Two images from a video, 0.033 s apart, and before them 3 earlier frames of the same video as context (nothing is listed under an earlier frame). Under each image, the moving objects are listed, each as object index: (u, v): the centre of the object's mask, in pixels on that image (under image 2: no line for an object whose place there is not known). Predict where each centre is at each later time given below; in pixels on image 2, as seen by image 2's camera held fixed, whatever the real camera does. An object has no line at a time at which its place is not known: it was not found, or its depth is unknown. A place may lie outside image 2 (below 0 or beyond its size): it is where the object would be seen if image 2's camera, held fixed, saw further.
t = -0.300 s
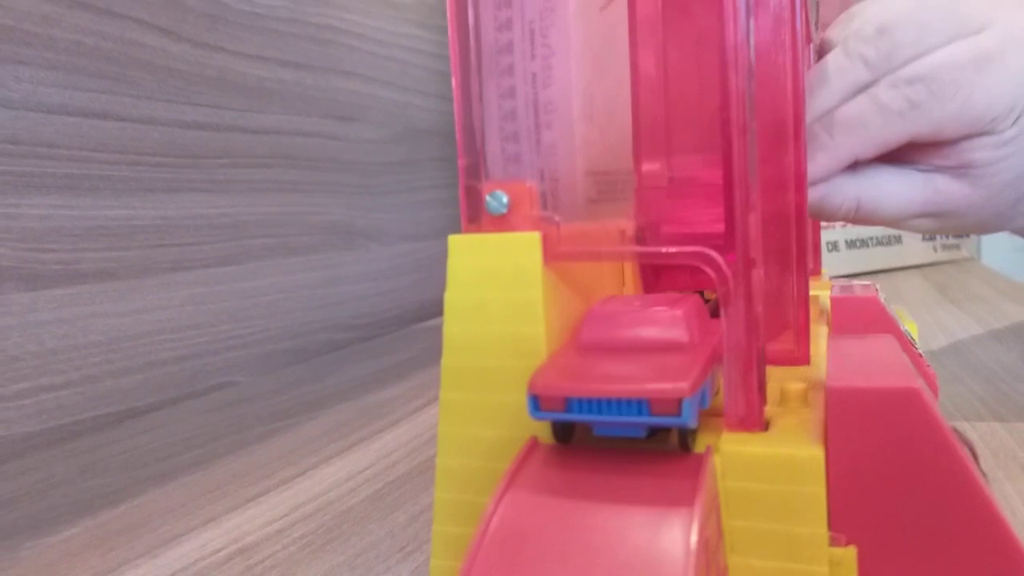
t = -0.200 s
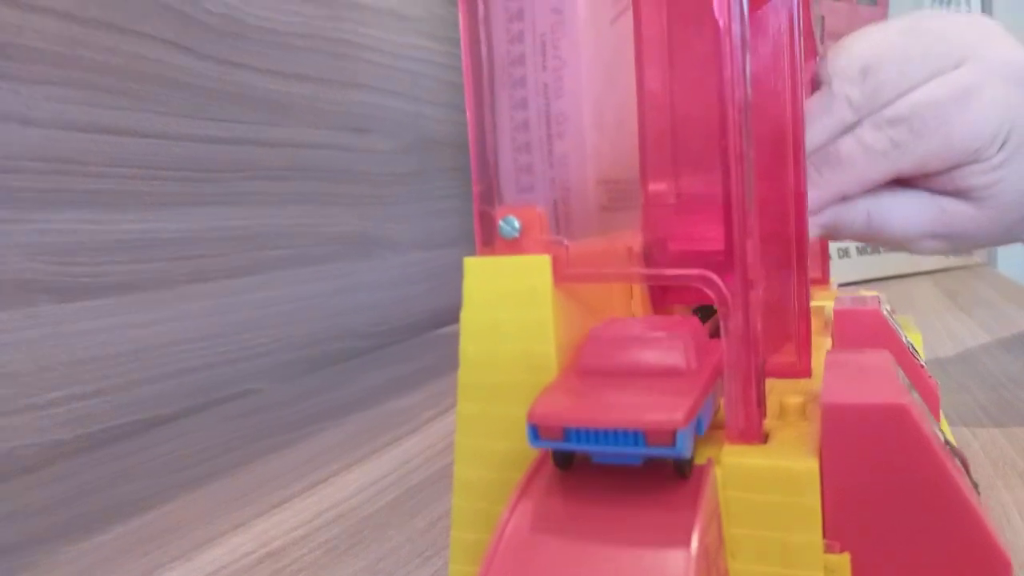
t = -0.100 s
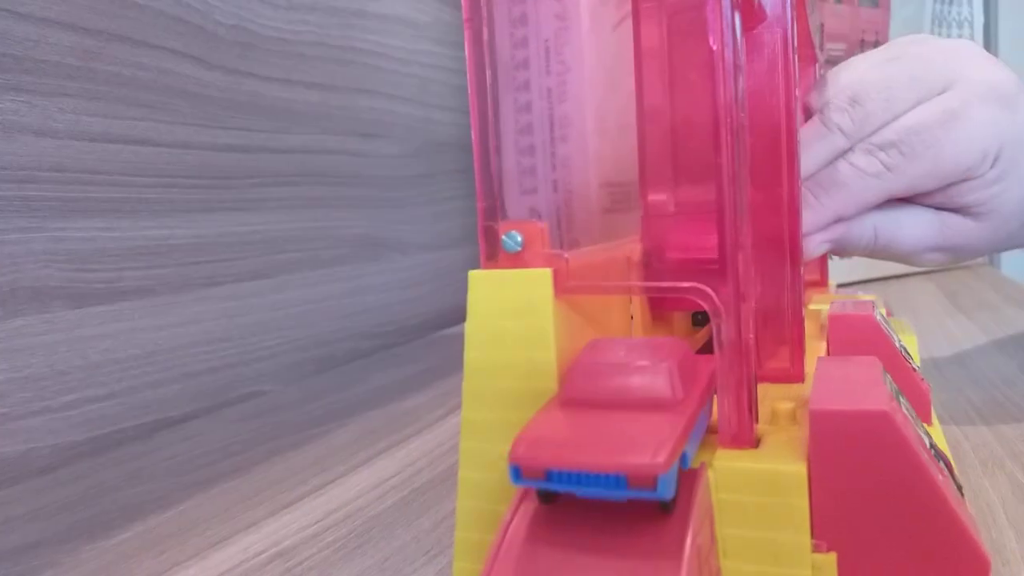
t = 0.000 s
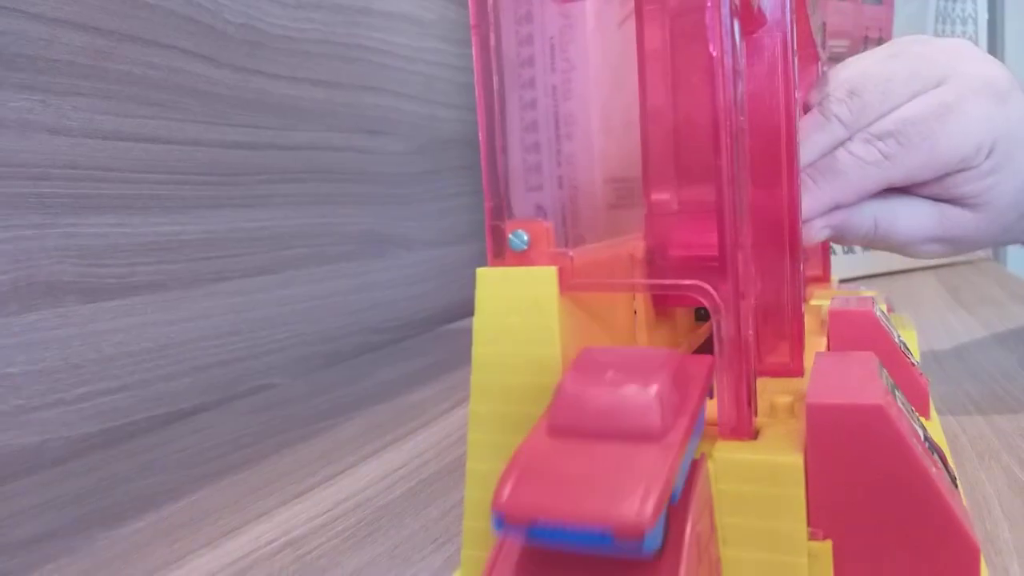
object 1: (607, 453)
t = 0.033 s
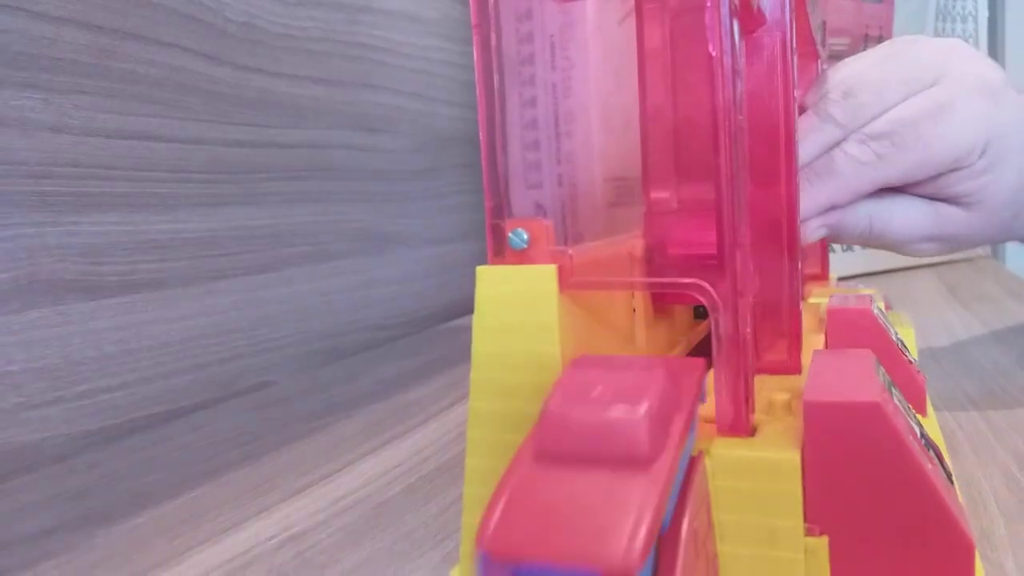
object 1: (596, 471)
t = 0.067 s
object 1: (591, 479)
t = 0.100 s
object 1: (583, 494)
